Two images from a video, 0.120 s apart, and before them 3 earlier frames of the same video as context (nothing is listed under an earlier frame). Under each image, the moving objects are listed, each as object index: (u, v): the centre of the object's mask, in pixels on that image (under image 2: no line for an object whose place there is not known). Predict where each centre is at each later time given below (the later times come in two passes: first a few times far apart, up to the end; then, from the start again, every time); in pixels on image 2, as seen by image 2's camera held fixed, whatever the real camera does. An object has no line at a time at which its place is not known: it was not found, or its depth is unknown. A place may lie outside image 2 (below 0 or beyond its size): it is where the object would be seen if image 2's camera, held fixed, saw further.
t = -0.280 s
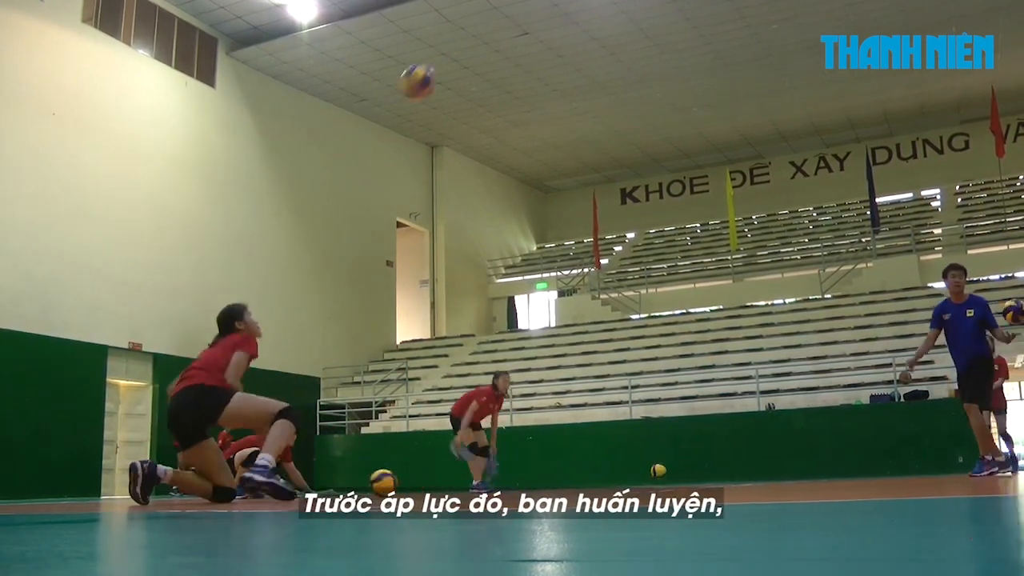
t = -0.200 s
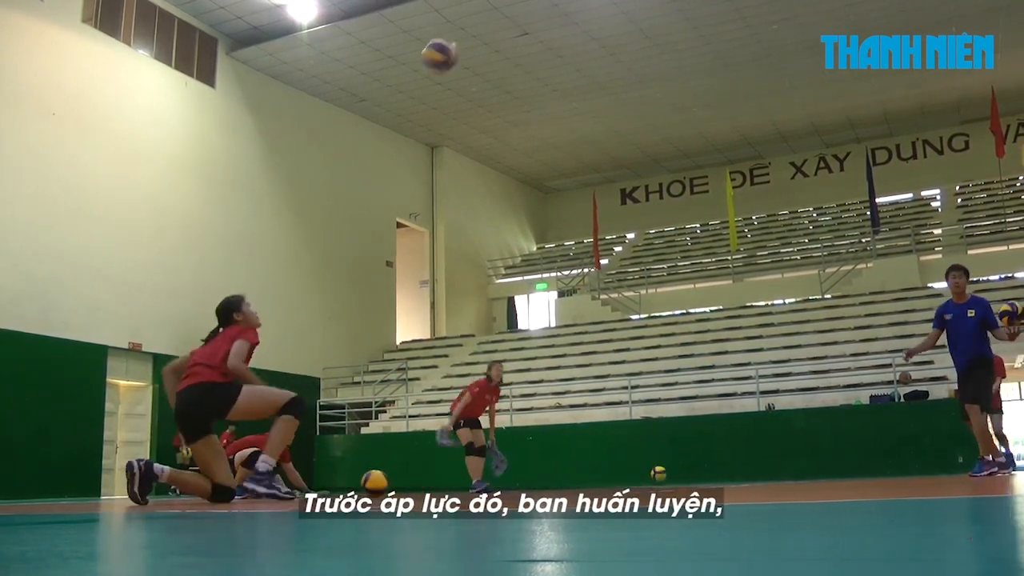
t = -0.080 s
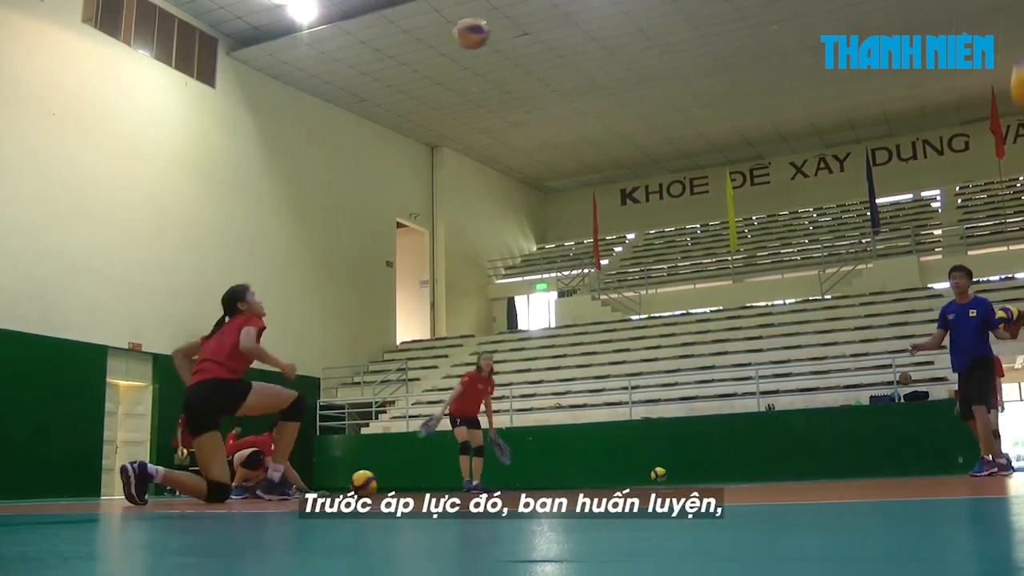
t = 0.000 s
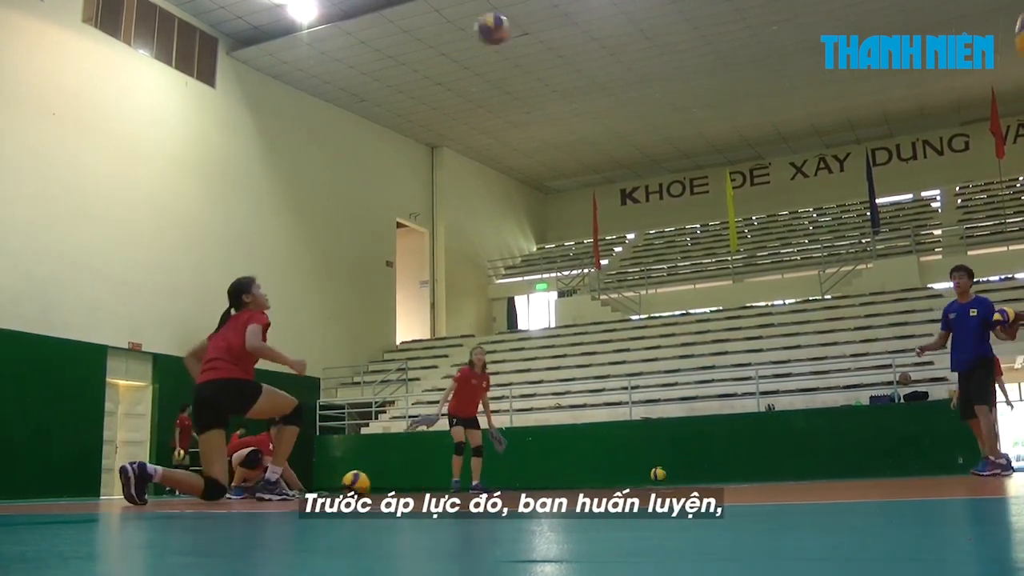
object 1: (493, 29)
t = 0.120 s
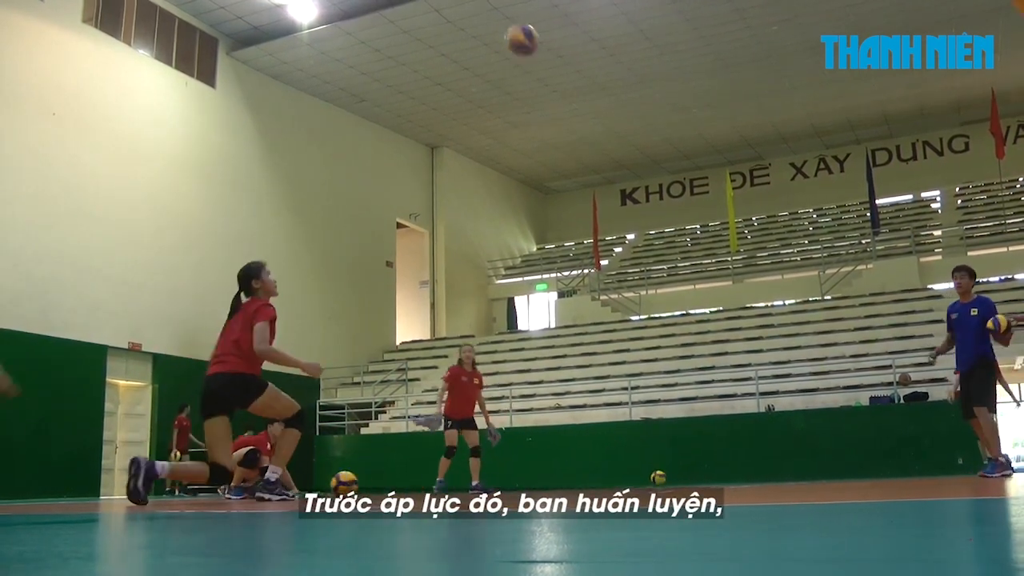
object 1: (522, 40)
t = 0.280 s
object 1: (563, 84)
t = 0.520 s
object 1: (625, 214)
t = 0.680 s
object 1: (671, 351)
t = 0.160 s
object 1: (531, 47)
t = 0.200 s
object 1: (542, 57)
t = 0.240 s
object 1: (552, 69)
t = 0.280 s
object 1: (563, 84)
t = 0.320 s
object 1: (573, 100)
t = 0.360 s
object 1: (582, 118)
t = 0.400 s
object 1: (591, 139)
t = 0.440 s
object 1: (602, 161)
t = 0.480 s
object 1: (612, 187)
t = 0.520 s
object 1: (625, 214)
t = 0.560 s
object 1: (637, 245)
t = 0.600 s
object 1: (647, 277)
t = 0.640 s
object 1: (659, 312)
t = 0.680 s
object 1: (671, 351)
